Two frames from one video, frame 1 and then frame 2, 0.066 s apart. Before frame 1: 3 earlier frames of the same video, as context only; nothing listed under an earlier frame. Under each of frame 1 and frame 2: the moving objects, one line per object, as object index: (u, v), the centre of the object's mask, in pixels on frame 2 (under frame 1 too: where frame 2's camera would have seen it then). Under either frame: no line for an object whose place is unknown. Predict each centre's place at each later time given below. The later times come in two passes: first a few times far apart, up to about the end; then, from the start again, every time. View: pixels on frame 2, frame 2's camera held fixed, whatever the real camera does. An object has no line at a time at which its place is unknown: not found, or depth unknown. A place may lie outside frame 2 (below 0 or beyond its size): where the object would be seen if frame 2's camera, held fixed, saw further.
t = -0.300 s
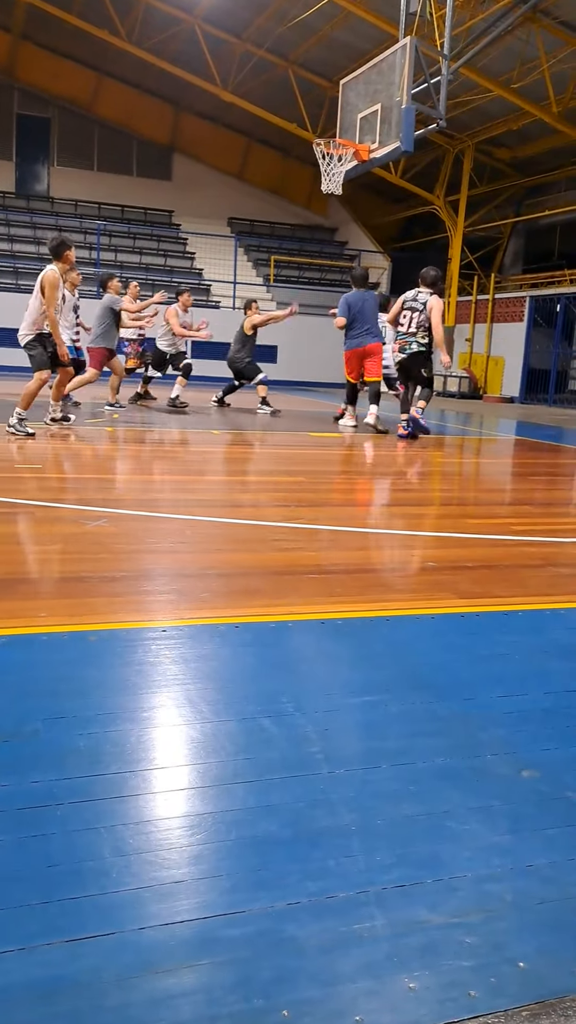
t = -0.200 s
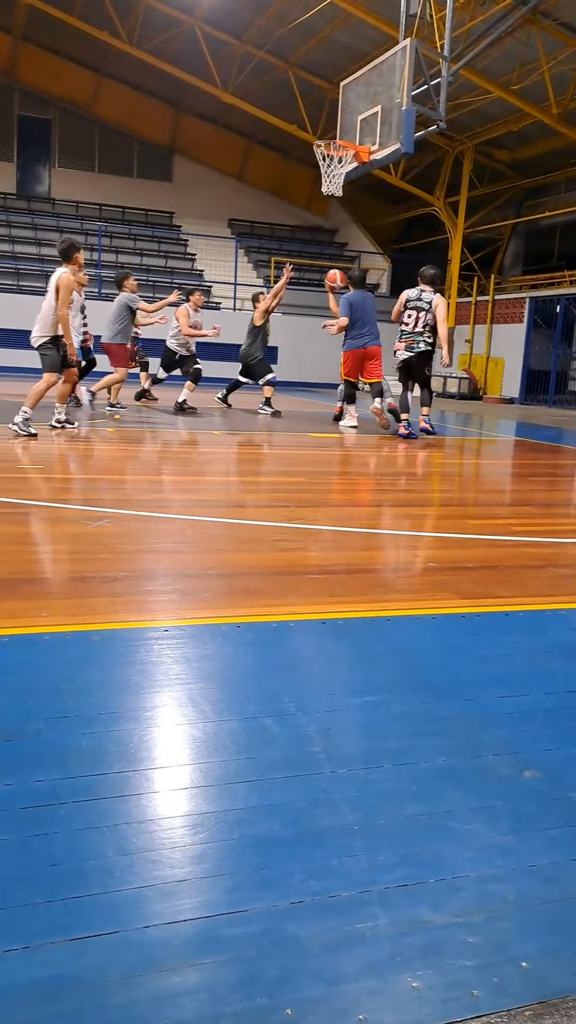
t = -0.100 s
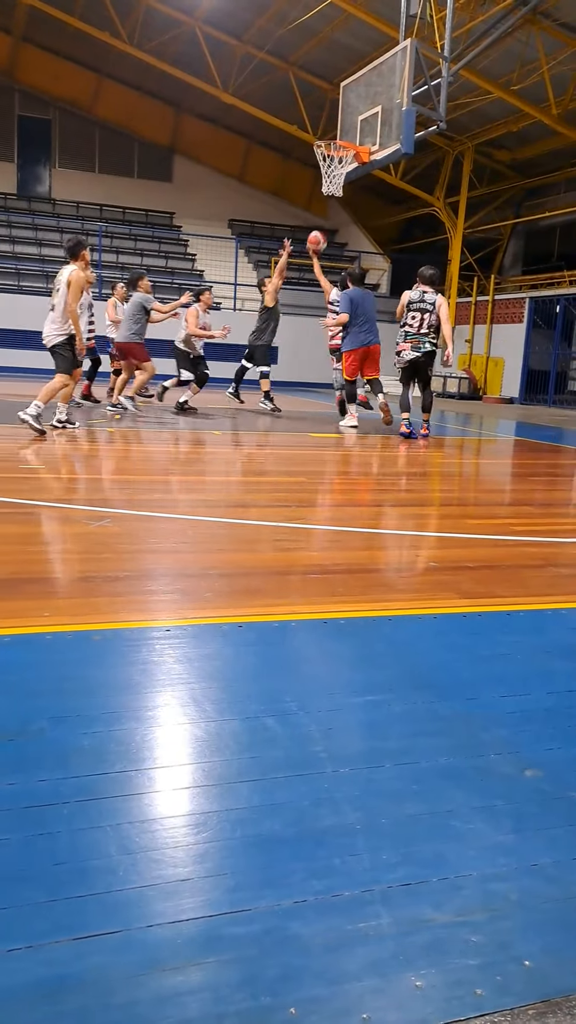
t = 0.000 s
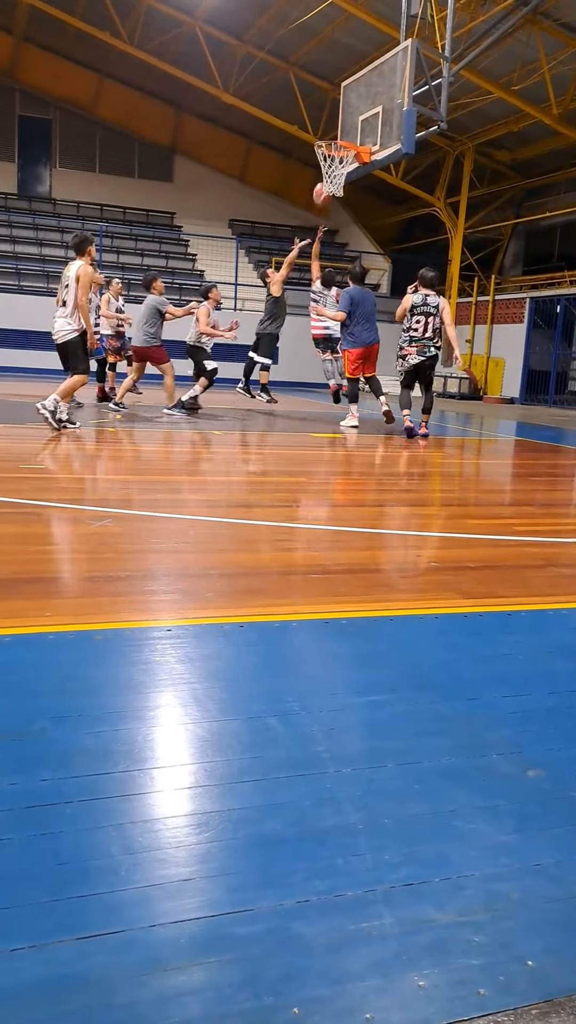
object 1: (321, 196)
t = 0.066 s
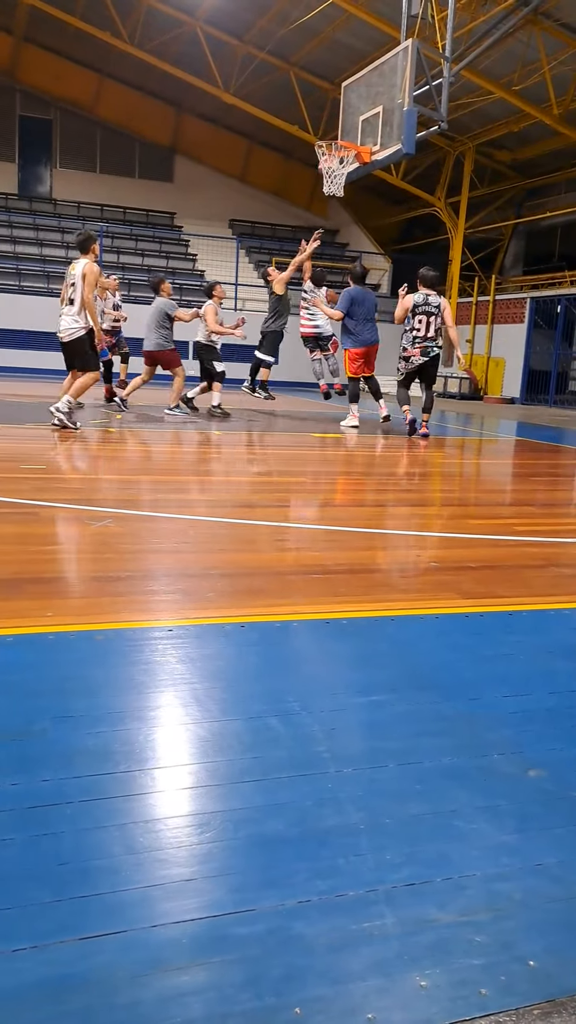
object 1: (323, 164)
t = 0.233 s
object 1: (341, 111)
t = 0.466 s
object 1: (355, 74)
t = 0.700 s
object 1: (356, 95)
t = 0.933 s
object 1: (340, 122)
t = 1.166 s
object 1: (291, 112)
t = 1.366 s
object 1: (248, 144)
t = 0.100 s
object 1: (330, 156)
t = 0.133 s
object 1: (333, 136)
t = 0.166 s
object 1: (335, 130)
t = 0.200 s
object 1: (338, 121)
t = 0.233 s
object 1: (341, 111)
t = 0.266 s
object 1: (343, 104)
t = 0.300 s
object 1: (346, 96)
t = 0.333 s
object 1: (347, 90)
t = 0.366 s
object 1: (349, 84)
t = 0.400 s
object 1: (351, 80)
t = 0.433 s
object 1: (353, 77)
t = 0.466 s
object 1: (355, 74)
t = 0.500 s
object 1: (355, 74)
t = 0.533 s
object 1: (356, 75)
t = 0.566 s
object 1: (356, 77)
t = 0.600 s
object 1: (356, 80)
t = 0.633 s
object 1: (356, 84)
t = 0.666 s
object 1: (356, 89)
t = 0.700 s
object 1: (356, 95)
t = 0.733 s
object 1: (356, 101)
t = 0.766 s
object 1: (356, 109)
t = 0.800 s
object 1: (355, 118)
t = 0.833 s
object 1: (355, 129)
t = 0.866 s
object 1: (353, 133)
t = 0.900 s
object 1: (346, 127)
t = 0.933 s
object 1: (340, 122)
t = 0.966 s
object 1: (333, 118)
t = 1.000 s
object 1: (326, 114)
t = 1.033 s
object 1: (320, 112)
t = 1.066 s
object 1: (313, 110)
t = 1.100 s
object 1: (305, 109)
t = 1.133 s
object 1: (298, 111)
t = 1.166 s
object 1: (291, 112)
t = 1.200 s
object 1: (284, 115)
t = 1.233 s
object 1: (277, 118)
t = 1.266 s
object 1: (269, 123)
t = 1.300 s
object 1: (262, 130)
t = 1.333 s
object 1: (255, 136)
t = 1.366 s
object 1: (248, 144)
